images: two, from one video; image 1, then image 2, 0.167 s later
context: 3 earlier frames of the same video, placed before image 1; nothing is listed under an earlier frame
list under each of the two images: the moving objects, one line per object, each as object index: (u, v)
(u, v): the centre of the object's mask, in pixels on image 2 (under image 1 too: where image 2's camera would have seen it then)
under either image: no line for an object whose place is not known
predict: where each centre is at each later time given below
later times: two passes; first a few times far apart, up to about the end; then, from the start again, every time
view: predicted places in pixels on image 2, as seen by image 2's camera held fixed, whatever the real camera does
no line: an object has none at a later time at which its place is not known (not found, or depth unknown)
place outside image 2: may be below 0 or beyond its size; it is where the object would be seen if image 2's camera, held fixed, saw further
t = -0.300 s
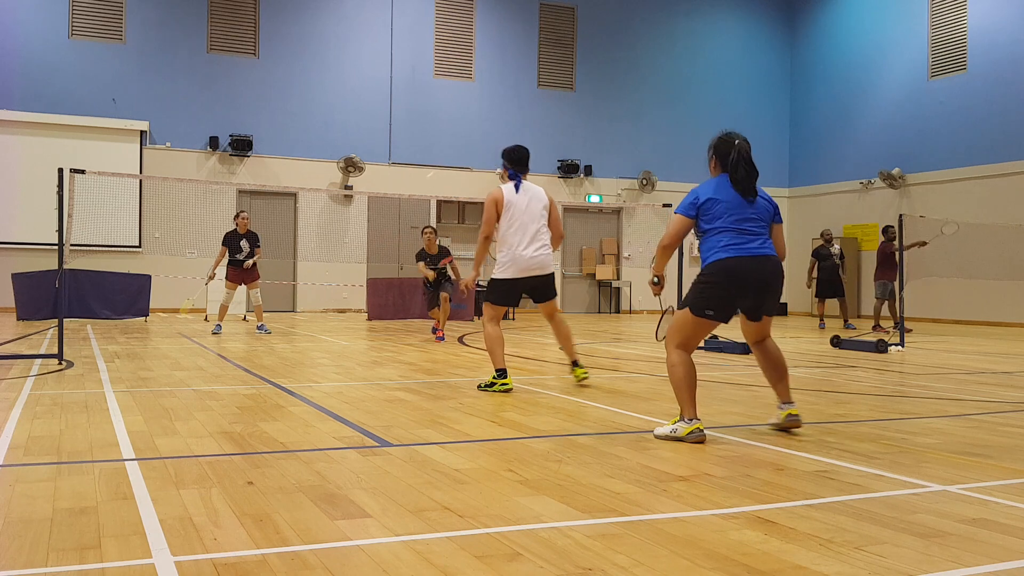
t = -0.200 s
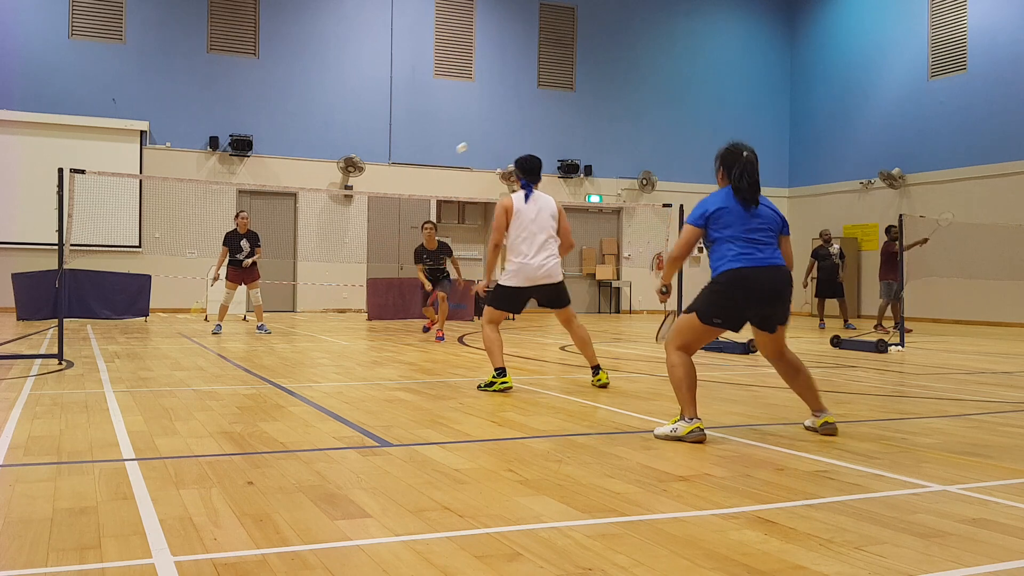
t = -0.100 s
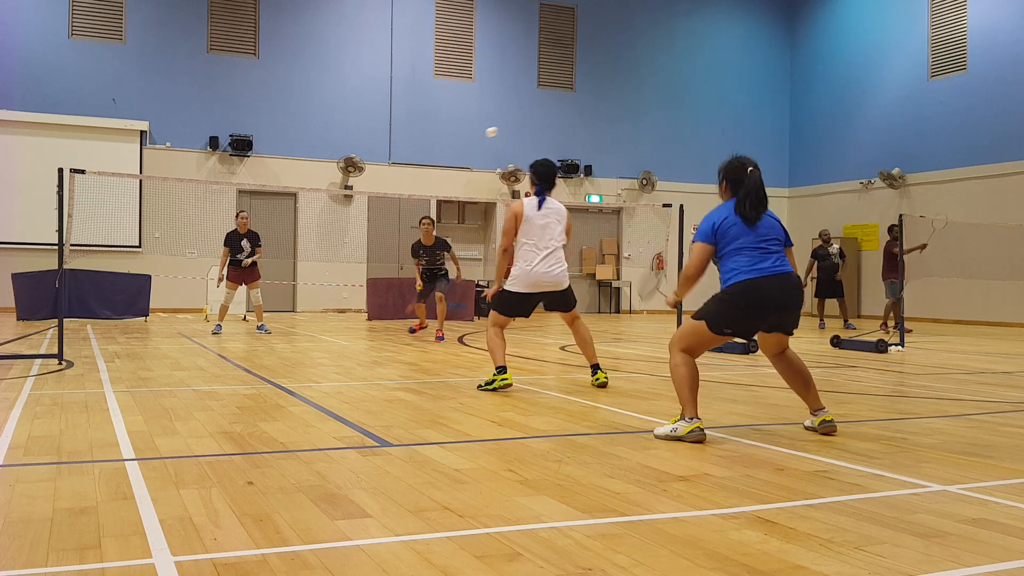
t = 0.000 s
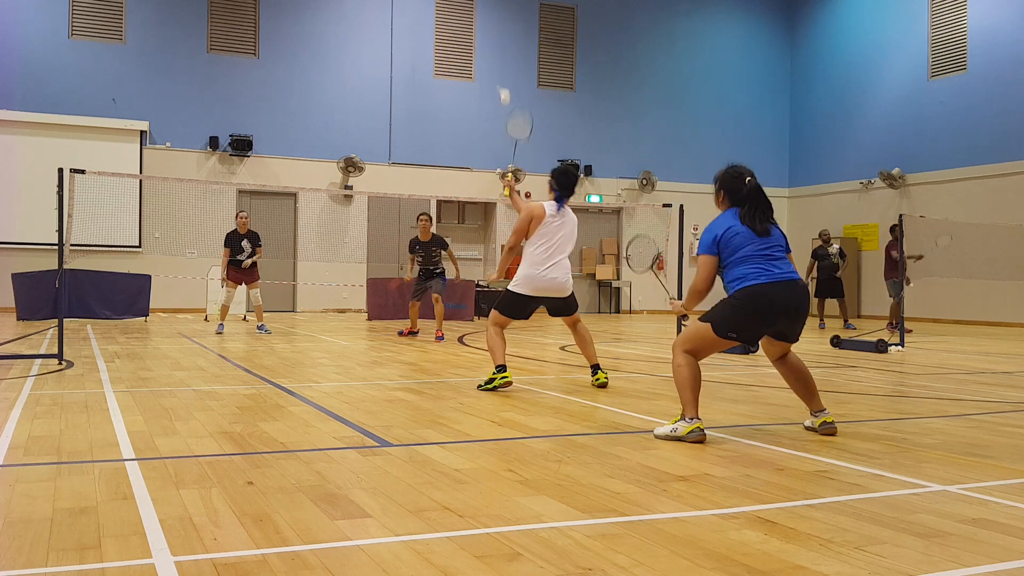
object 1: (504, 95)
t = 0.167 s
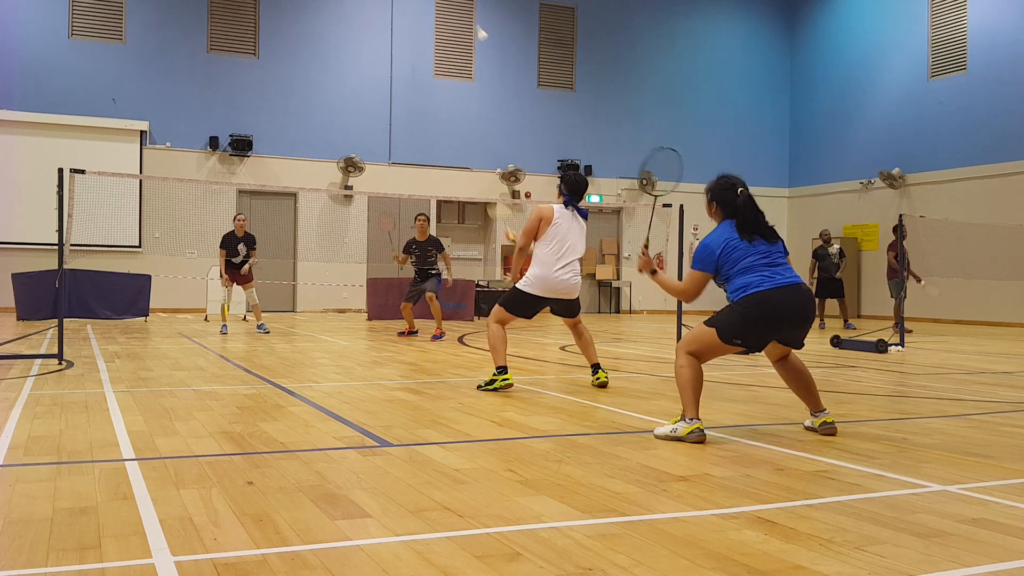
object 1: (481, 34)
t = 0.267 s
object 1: (469, 19)
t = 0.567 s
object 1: (439, 53)
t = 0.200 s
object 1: (476, 27)
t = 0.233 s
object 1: (472, 22)
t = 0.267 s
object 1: (469, 19)
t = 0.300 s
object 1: (466, 17)
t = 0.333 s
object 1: (463, 17)
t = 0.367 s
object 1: (459, 17)
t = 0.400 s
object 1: (456, 20)
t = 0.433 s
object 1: (452, 25)
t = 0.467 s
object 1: (448, 30)
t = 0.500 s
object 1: (445, 37)
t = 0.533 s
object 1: (442, 44)
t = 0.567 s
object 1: (439, 53)
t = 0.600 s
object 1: (436, 62)
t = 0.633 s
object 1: (433, 75)
